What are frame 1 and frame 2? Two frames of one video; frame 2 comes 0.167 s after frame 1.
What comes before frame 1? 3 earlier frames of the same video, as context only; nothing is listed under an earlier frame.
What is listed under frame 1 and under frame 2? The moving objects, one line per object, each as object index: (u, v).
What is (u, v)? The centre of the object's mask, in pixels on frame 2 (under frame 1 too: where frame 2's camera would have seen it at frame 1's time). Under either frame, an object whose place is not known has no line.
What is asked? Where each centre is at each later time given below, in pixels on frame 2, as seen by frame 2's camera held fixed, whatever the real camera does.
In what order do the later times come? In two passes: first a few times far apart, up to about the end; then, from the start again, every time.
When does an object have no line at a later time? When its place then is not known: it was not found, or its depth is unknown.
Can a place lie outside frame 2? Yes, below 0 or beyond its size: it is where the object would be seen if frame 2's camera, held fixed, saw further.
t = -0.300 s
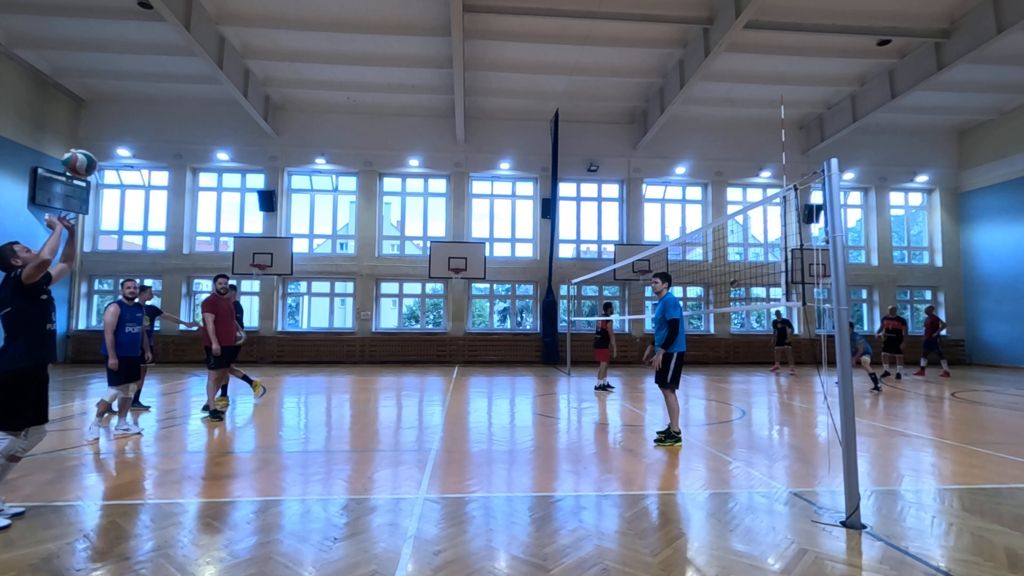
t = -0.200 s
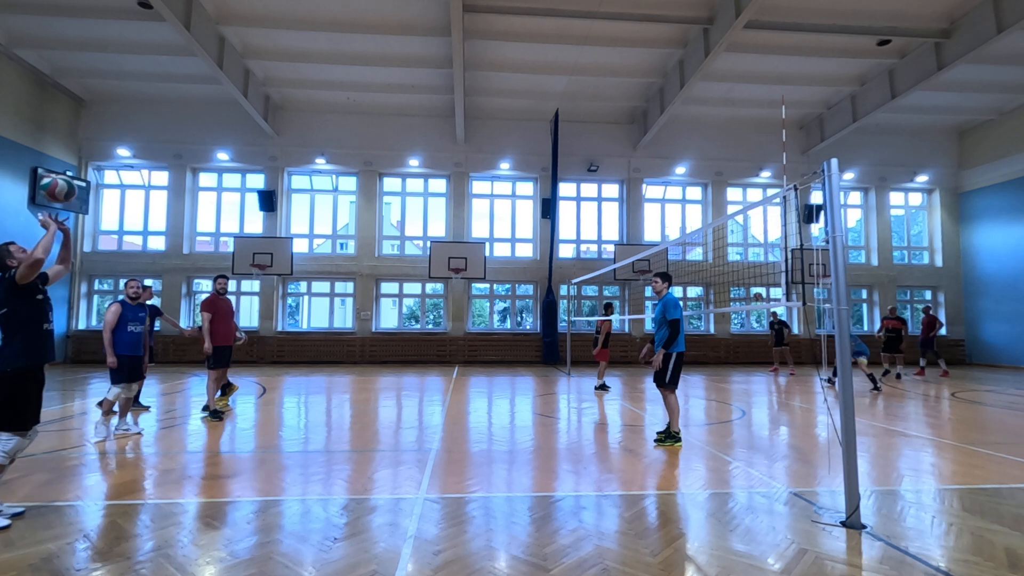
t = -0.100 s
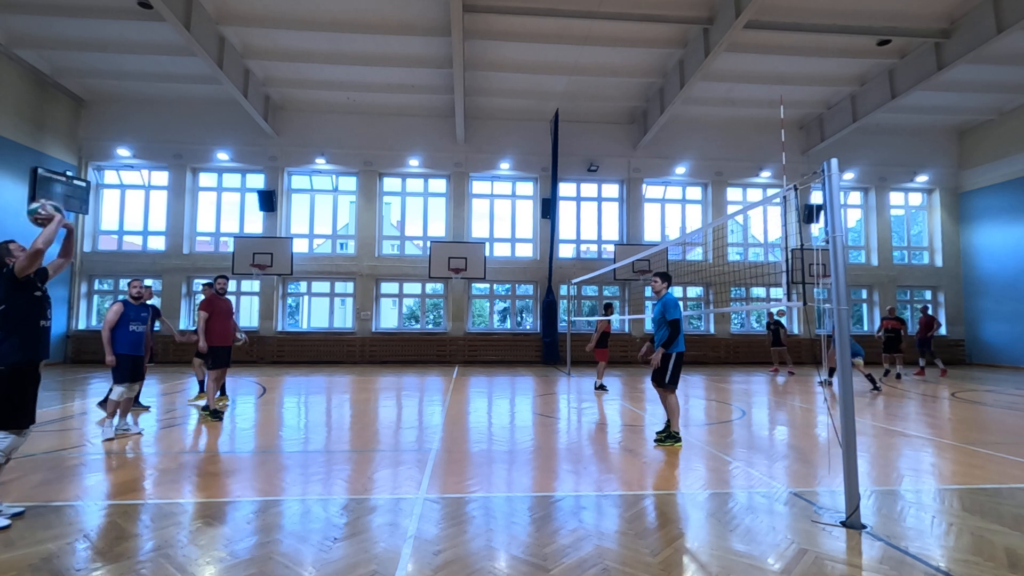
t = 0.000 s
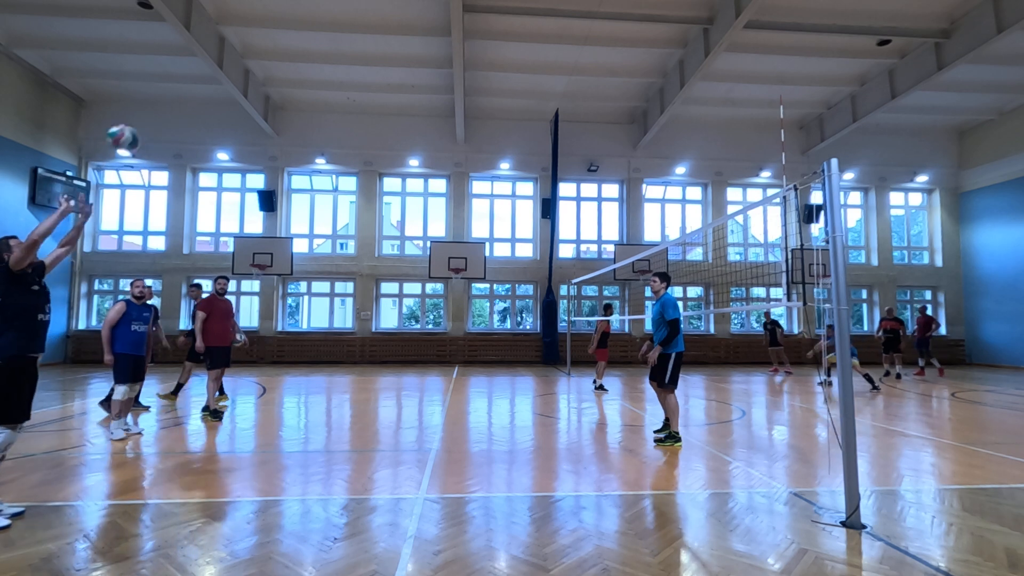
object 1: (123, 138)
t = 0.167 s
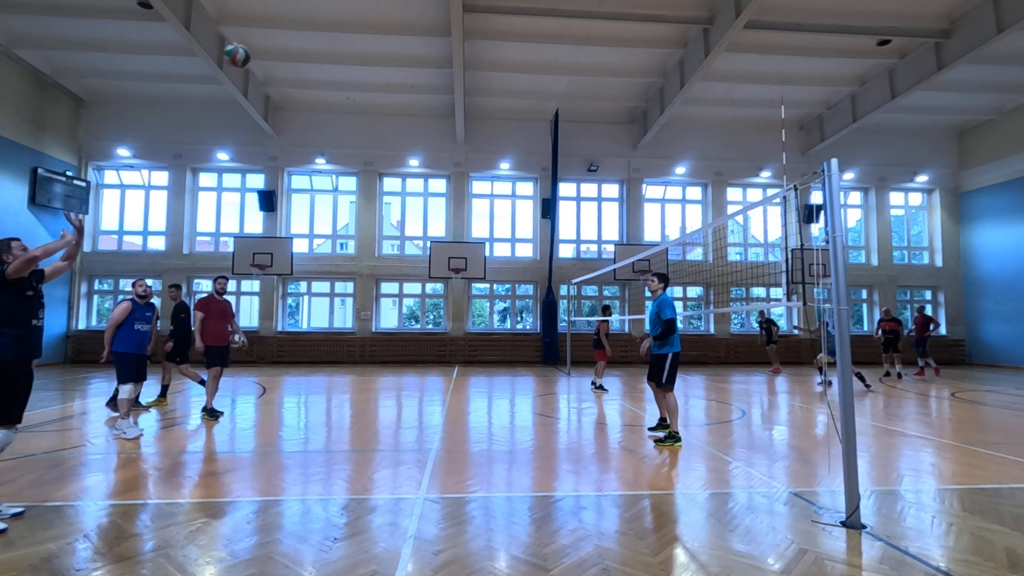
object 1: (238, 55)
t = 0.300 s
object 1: (309, 21)
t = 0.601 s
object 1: (431, 17)
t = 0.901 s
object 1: (520, 82)
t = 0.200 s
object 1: (257, 44)
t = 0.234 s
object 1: (275, 36)
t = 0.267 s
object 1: (292, 28)
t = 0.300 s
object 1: (309, 21)
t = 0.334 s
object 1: (325, 16)
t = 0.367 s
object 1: (340, 13)
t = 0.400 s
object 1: (355, 10)
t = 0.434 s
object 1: (369, 10)
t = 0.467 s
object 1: (382, 9)
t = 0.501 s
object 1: (395, 10)
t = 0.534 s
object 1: (407, 11)
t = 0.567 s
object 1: (419, 13)
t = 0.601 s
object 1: (431, 17)
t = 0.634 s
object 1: (442, 21)
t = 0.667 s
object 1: (453, 26)
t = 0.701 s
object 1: (463, 32)
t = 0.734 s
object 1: (474, 39)
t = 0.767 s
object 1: (484, 46)
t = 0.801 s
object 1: (493, 54)
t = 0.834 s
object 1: (502, 62)
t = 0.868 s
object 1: (511, 72)
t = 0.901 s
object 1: (520, 82)
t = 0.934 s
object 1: (528, 93)
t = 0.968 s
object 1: (537, 103)
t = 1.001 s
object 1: (545, 116)
